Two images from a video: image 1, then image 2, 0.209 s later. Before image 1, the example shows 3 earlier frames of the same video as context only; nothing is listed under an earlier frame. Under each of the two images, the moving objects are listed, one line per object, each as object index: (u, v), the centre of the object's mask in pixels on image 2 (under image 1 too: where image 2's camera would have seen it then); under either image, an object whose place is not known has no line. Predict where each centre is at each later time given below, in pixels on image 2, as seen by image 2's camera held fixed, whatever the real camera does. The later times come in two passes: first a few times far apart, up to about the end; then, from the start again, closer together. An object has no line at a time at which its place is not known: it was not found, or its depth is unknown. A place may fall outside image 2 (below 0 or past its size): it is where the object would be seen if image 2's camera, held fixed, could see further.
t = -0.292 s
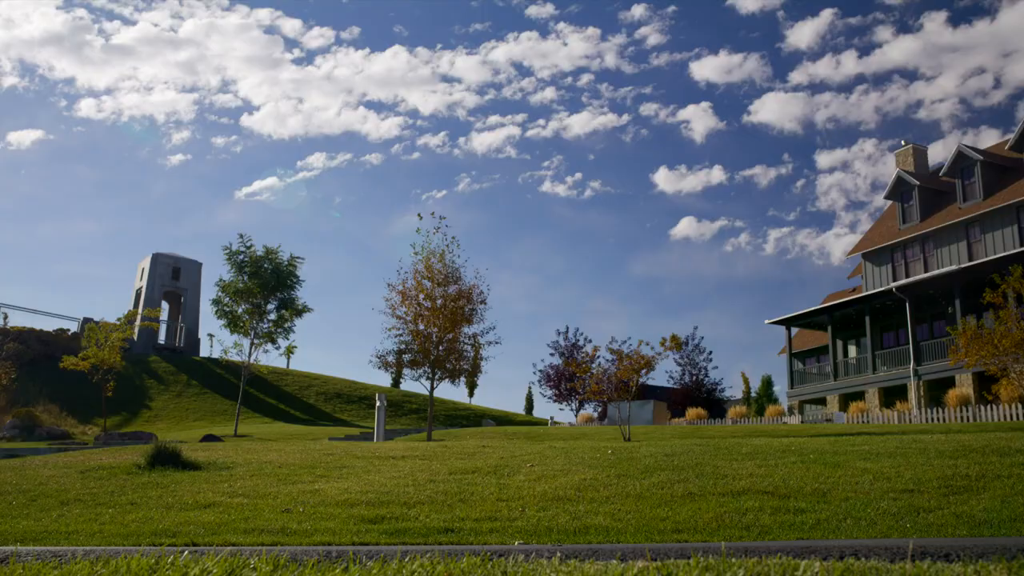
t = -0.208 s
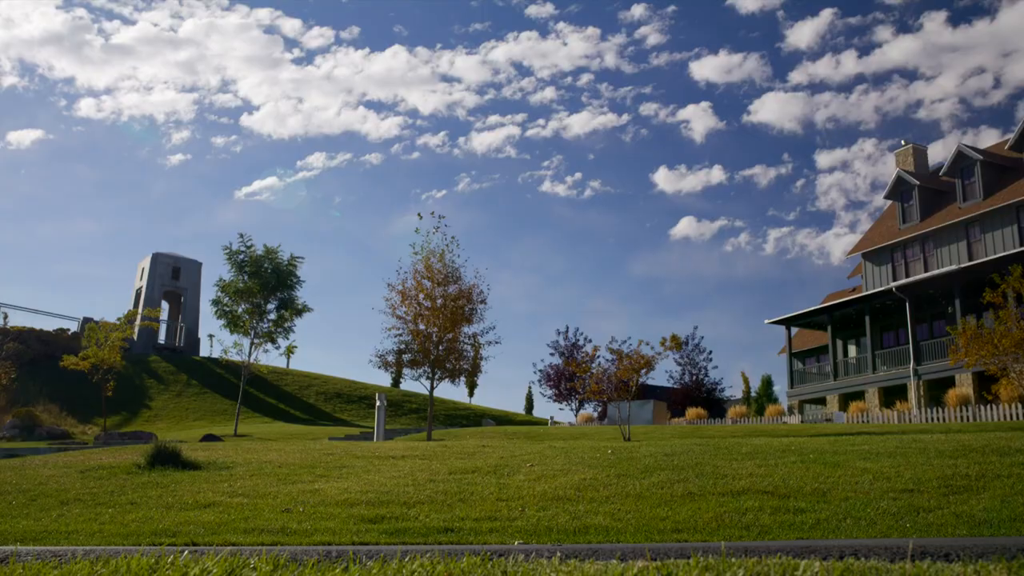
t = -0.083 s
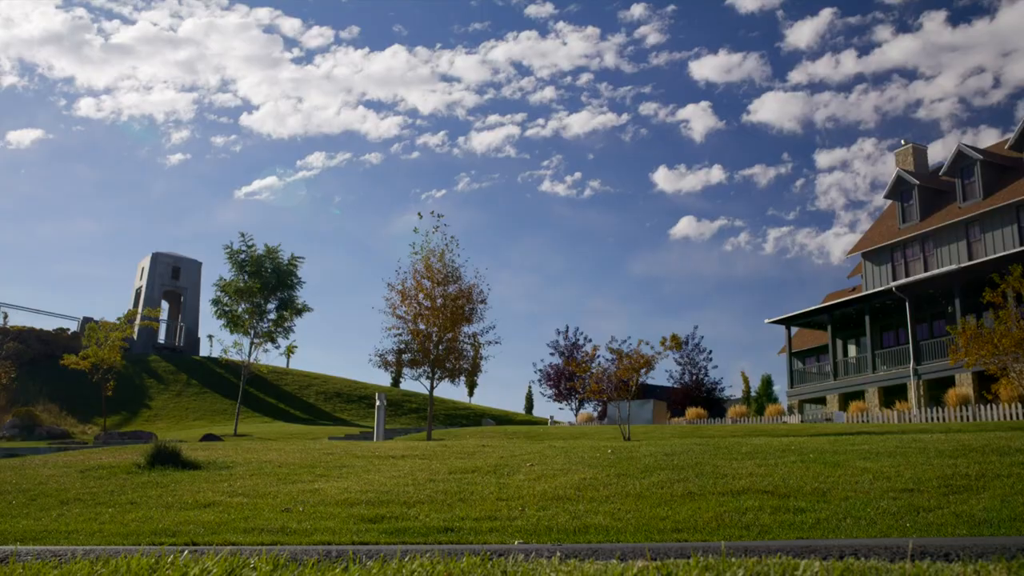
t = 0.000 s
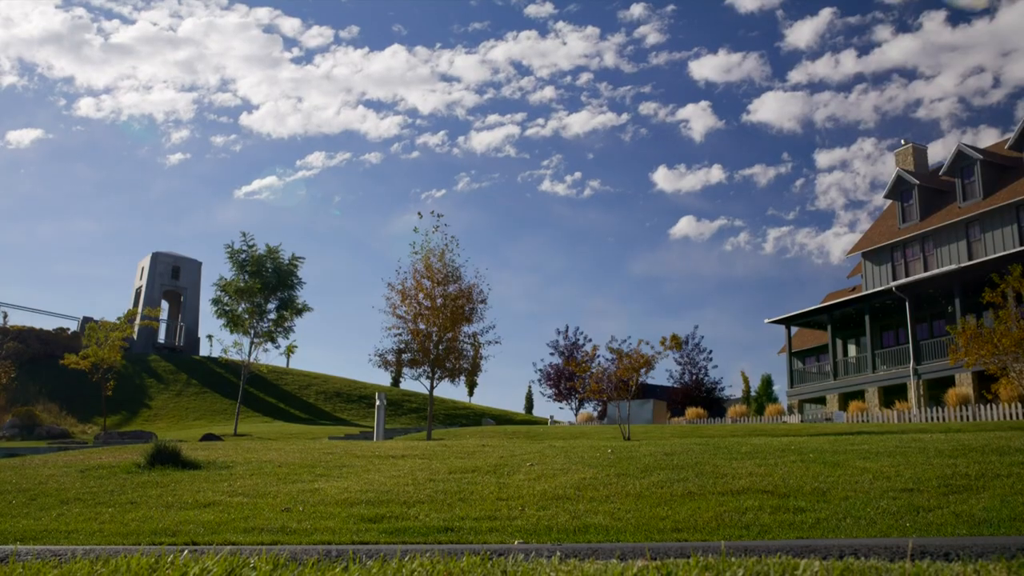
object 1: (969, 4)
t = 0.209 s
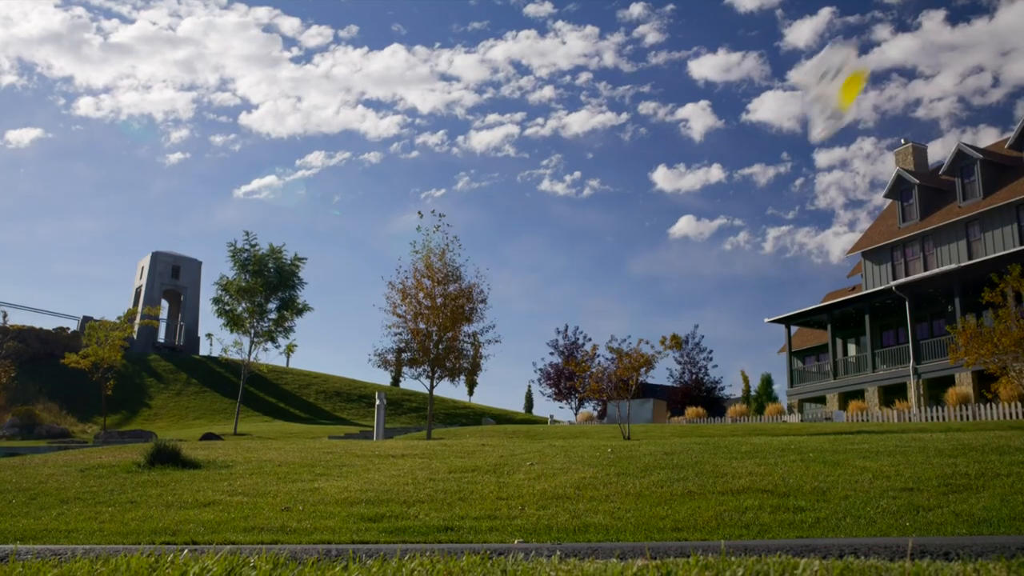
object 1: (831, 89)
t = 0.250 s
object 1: (810, 114)
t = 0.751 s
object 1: (623, 258)
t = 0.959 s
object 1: (595, 275)
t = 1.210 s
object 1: (605, 295)
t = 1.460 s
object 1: (593, 330)
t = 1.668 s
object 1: (561, 350)
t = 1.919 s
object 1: (526, 362)
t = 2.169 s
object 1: (519, 378)
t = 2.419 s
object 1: (528, 410)
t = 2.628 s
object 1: (525, 430)
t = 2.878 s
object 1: (526, 434)
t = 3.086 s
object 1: (525, 433)
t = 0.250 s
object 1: (810, 114)
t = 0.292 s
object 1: (785, 140)
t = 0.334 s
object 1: (768, 148)
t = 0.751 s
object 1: (623, 258)
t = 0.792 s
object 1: (613, 265)
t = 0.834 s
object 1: (605, 269)
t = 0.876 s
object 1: (600, 271)
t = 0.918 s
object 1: (596, 273)
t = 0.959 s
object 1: (595, 275)
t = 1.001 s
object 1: (595, 276)
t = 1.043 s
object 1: (597, 278)
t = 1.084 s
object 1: (599, 281)
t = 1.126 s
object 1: (602, 284)
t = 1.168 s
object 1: (604, 289)
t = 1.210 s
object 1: (605, 295)
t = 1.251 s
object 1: (605, 300)
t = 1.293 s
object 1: (604, 306)
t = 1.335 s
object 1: (602, 312)
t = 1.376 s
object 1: (600, 318)
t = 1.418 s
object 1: (597, 324)
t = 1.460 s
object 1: (593, 330)
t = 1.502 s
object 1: (588, 335)
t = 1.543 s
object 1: (582, 340)
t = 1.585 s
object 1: (573, 344)
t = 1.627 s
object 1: (569, 347)
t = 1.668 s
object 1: (561, 350)
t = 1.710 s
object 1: (555, 352)
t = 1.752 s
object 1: (549, 354)
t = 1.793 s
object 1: (542, 357)
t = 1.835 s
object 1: (537, 359)
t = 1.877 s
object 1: (532, 360)
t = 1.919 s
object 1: (526, 362)
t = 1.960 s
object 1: (521, 363)
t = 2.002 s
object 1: (519, 365)
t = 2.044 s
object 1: (517, 368)
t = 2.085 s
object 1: (517, 371)
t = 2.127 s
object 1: (517, 374)
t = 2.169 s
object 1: (519, 378)
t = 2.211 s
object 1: (520, 382)
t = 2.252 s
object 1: (522, 387)
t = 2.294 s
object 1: (524, 392)
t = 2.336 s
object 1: (526, 398)
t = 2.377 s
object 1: (527, 403)
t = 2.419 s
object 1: (528, 410)
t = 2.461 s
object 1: (527, 414)
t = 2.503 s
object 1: (527, 418)
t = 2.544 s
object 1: (527, 422)
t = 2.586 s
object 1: (526, 426)
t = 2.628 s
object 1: (525, 430)
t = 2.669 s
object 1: (524, 433)
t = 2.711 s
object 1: (523, 435)
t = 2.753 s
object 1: (524, 435)
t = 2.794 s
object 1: (525, 434)
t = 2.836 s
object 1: (526, 434)
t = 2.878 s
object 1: (526, 434)
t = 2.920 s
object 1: (526, 434)
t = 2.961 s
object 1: (526, 434)
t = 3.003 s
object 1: (526, 434)
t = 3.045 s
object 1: (525, 433)
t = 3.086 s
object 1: (525, 433)
